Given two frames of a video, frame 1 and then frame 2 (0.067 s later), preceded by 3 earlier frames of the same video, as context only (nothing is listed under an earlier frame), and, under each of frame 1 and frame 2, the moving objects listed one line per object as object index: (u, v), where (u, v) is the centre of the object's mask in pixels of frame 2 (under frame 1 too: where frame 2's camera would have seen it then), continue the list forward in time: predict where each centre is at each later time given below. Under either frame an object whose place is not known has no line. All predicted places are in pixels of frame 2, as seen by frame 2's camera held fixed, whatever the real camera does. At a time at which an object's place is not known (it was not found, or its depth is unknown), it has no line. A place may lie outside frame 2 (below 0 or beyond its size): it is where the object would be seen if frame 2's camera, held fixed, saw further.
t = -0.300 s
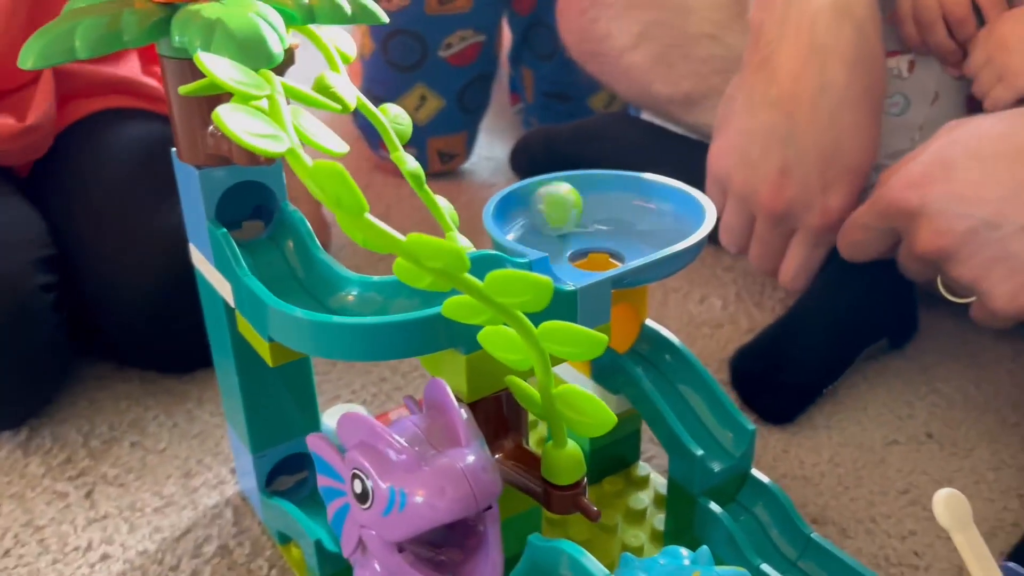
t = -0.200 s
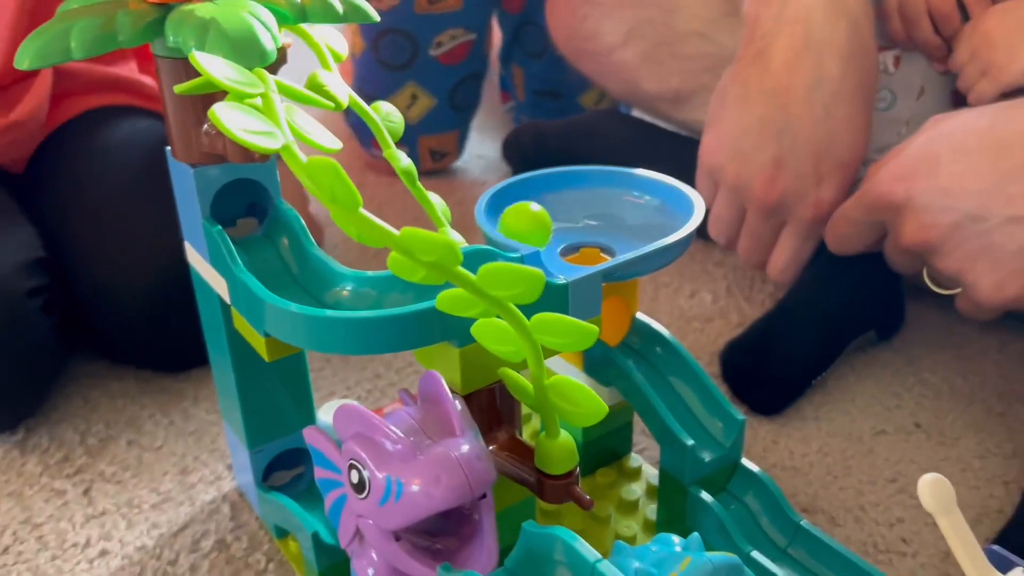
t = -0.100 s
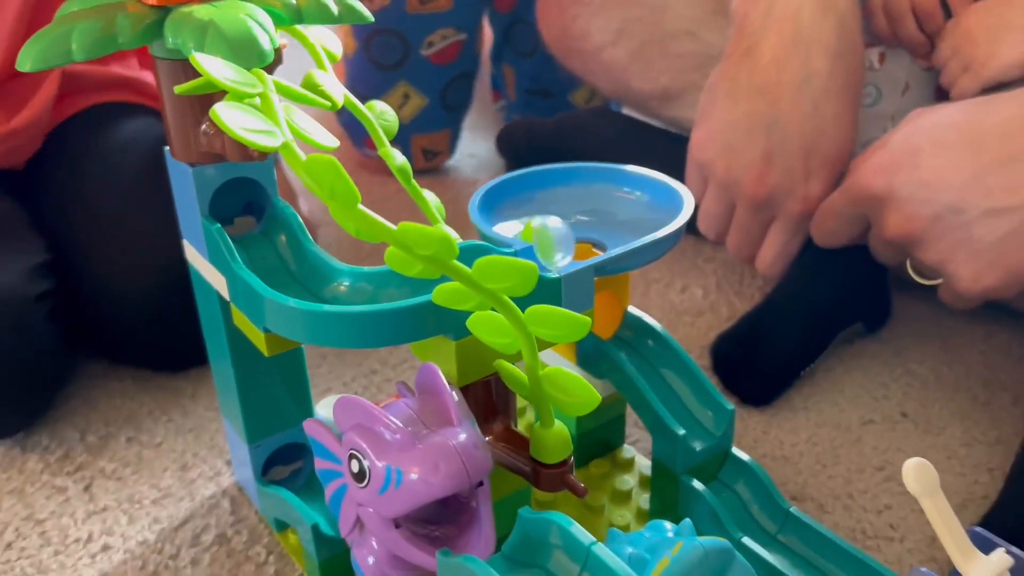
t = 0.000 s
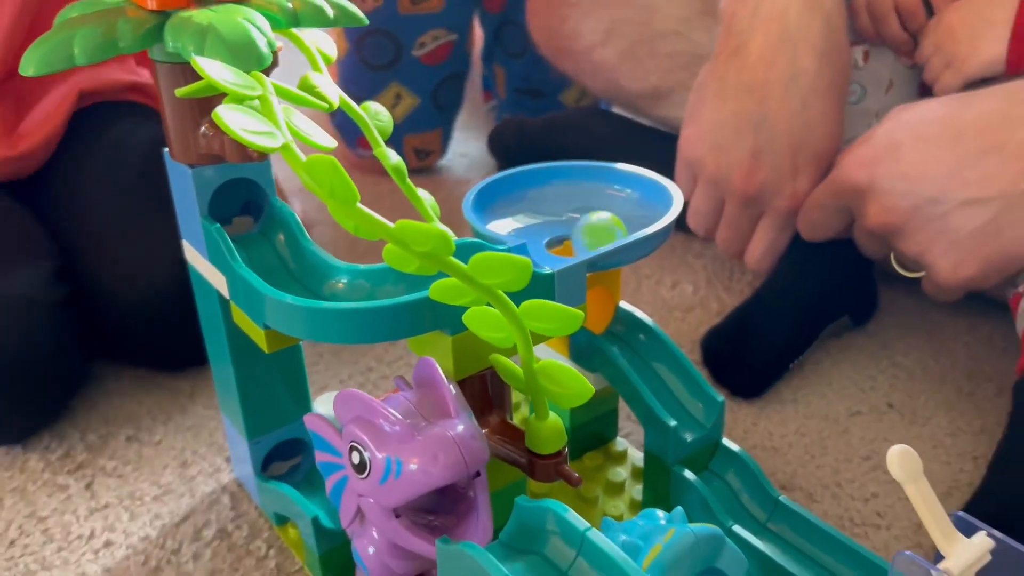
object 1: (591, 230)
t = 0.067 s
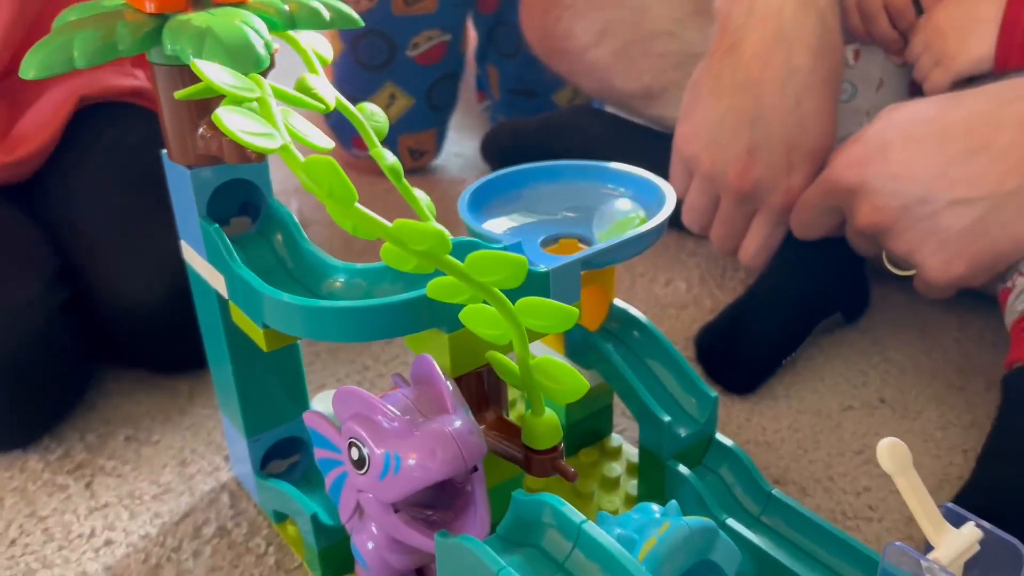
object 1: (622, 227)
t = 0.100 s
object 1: (624, 220)
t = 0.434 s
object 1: (510, 211)
